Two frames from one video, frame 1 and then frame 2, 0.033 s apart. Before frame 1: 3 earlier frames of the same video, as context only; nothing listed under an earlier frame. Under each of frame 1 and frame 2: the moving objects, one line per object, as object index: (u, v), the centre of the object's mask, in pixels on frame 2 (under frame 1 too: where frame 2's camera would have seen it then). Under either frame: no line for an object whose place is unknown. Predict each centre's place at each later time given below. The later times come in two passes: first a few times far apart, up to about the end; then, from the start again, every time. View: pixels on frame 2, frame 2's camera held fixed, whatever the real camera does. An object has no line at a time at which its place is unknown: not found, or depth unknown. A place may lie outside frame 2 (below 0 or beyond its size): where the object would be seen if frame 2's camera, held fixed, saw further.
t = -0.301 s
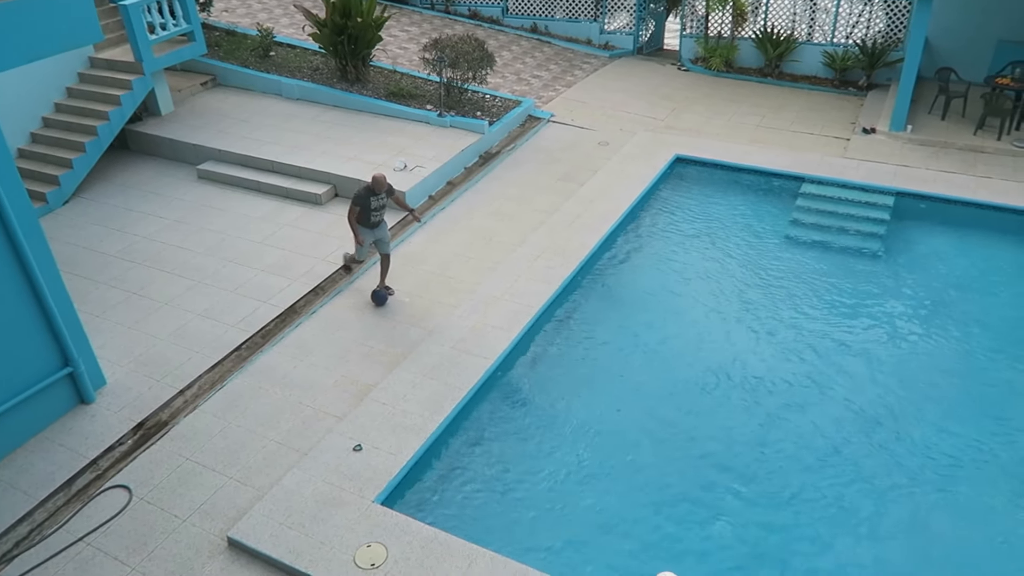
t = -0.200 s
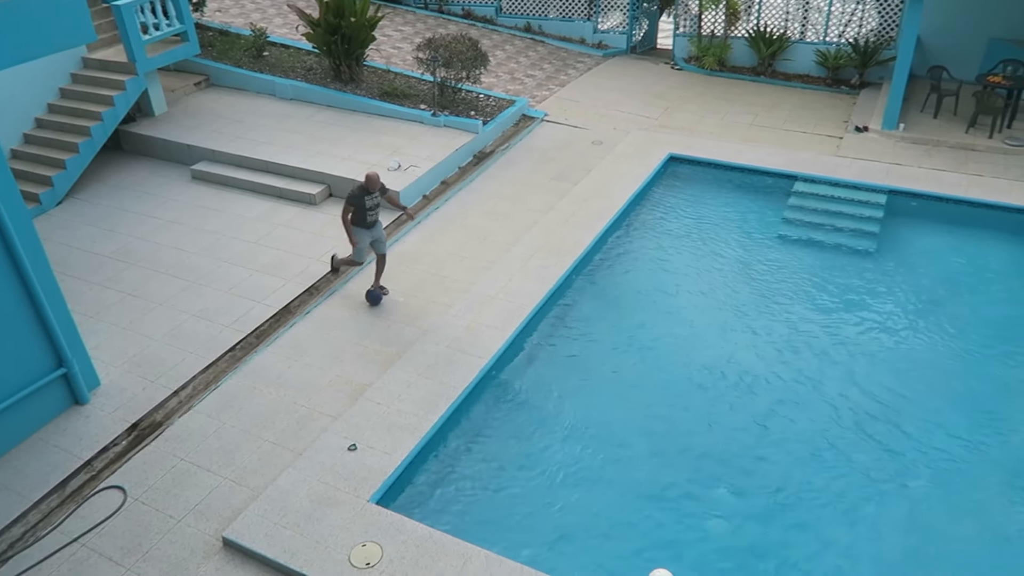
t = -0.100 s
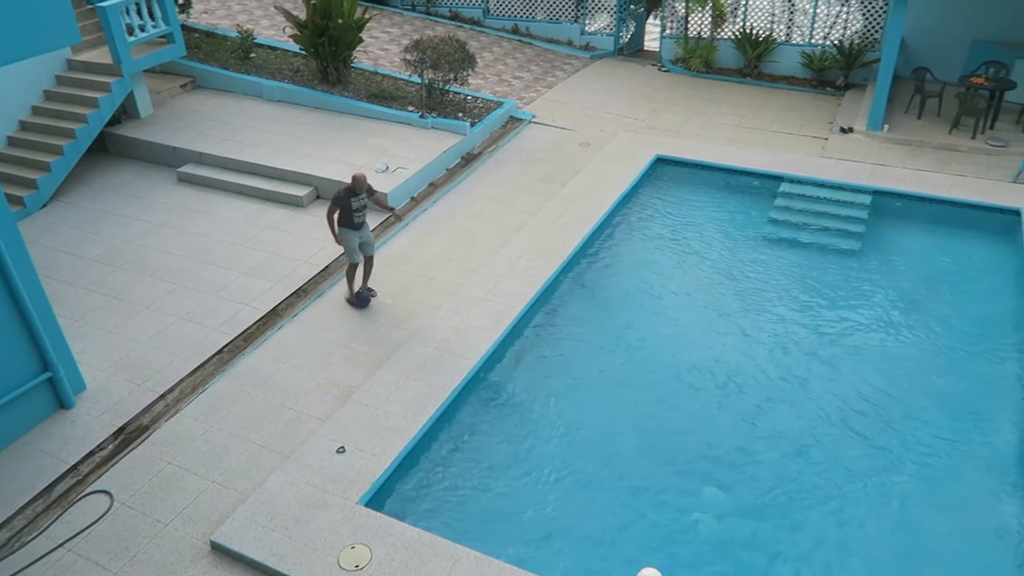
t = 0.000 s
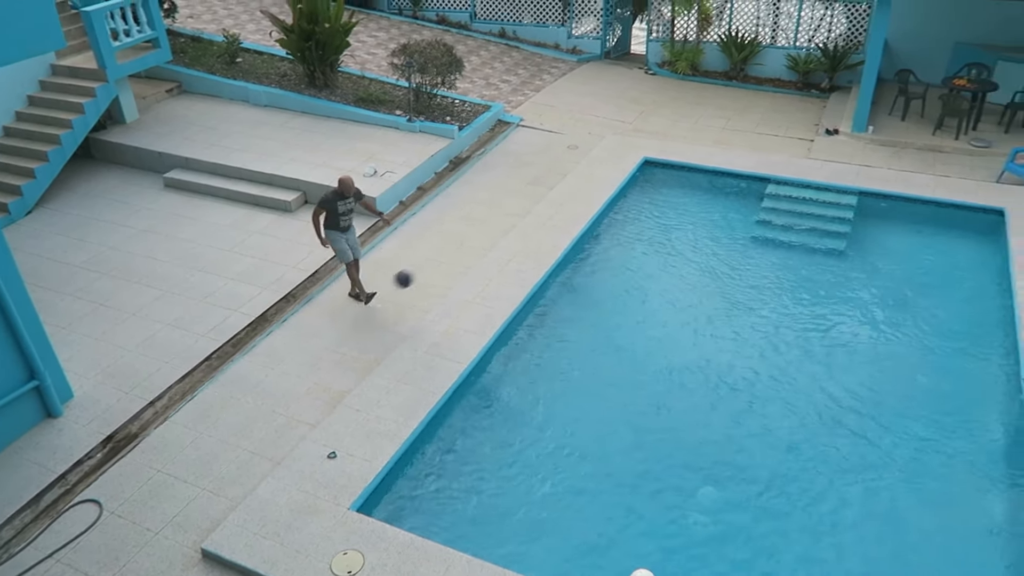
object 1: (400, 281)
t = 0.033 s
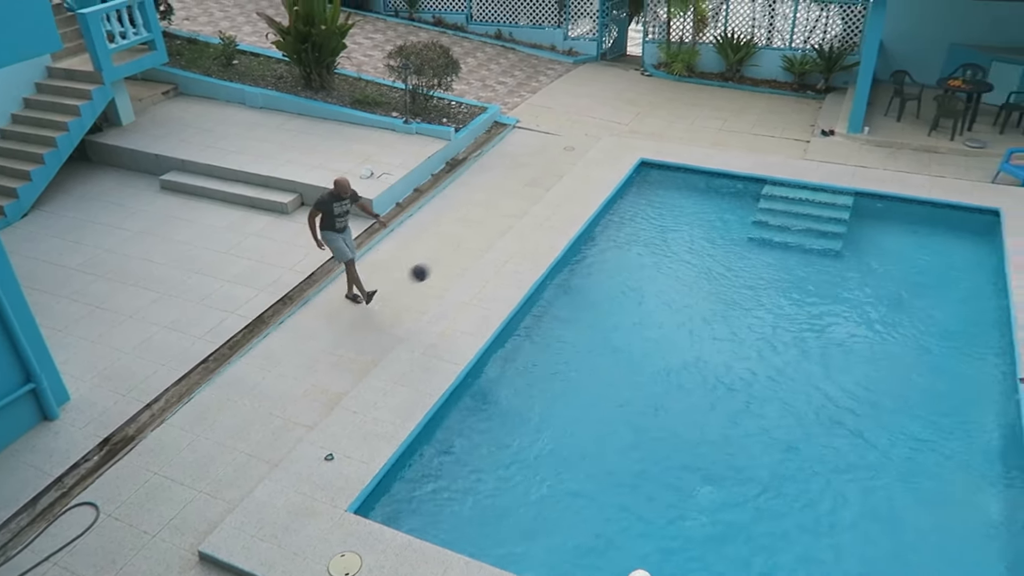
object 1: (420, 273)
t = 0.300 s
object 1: (590, 233)
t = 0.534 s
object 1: (753, 244)
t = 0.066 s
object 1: (440, 265)
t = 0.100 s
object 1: (460, 259)
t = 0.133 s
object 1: (480, 253)
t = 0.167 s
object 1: (501, 248)
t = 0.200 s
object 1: (523, 243)
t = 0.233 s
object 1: (545, 238)
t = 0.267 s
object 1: (566, 236)
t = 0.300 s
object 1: (590, 233)
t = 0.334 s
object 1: (612, 232)
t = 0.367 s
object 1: (635, 232)
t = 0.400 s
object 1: (658, 232)
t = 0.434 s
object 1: (682, 234)
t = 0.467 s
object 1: (706, 236)
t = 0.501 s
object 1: (729, 240)
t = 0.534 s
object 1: (753, 244)
